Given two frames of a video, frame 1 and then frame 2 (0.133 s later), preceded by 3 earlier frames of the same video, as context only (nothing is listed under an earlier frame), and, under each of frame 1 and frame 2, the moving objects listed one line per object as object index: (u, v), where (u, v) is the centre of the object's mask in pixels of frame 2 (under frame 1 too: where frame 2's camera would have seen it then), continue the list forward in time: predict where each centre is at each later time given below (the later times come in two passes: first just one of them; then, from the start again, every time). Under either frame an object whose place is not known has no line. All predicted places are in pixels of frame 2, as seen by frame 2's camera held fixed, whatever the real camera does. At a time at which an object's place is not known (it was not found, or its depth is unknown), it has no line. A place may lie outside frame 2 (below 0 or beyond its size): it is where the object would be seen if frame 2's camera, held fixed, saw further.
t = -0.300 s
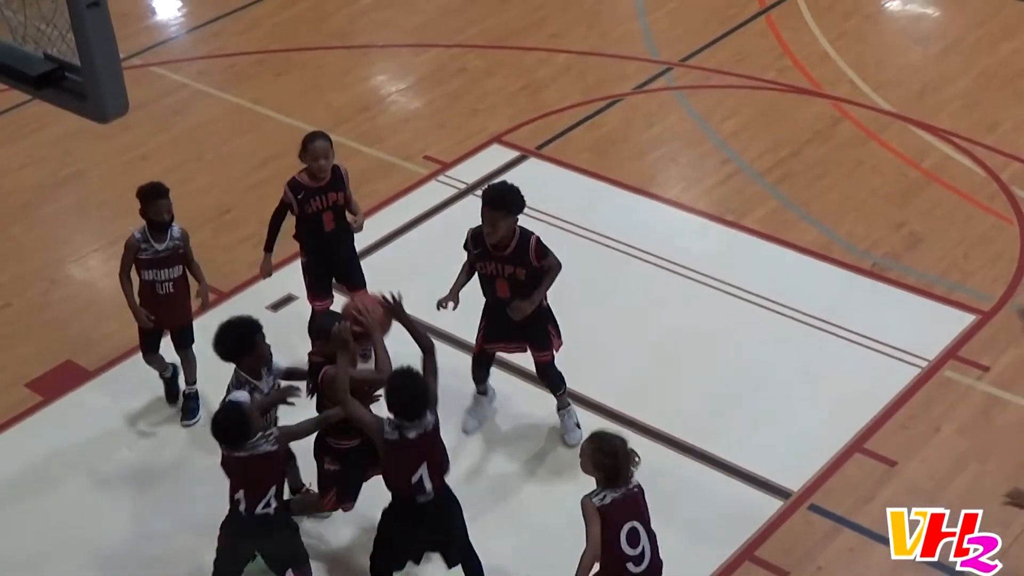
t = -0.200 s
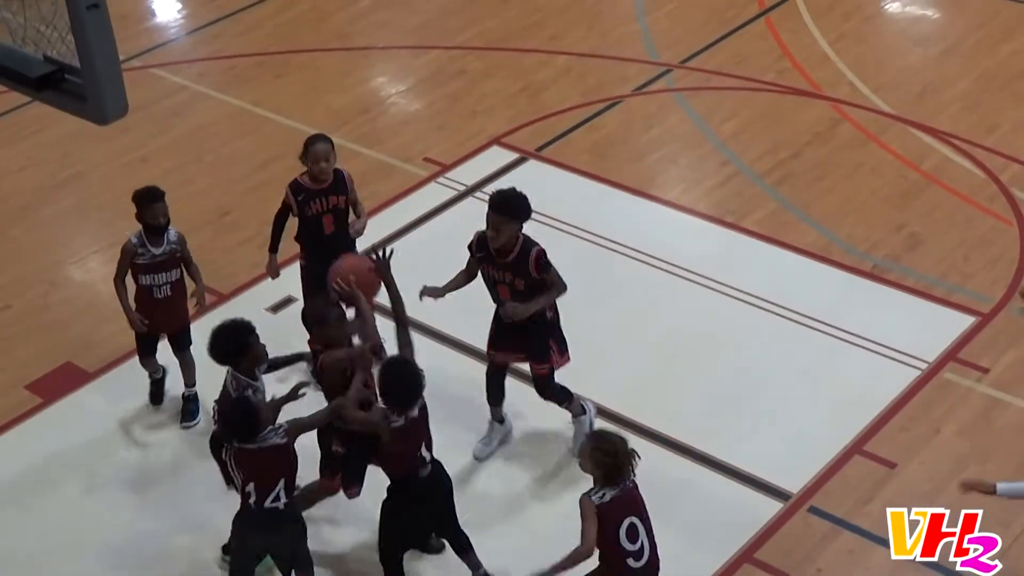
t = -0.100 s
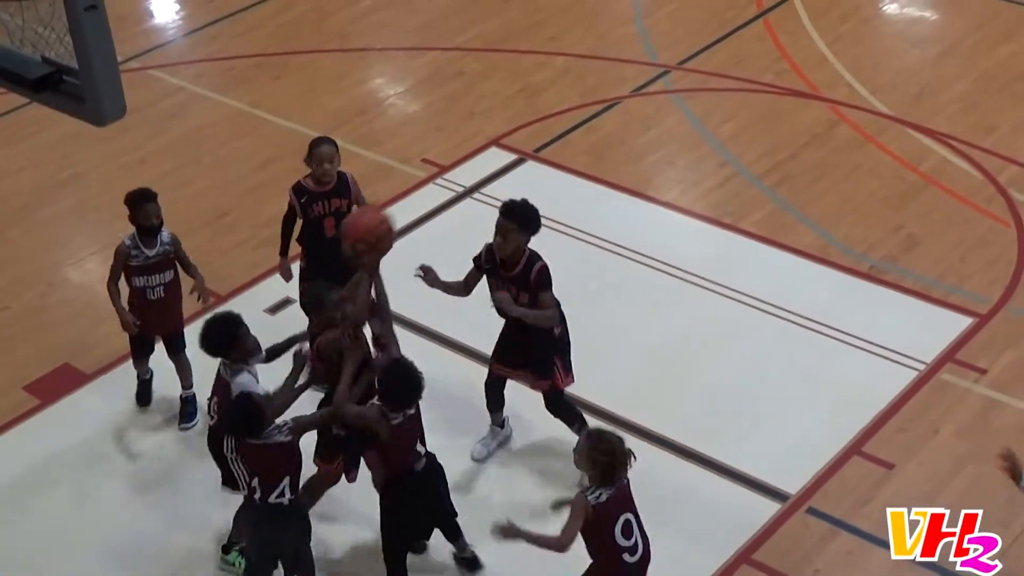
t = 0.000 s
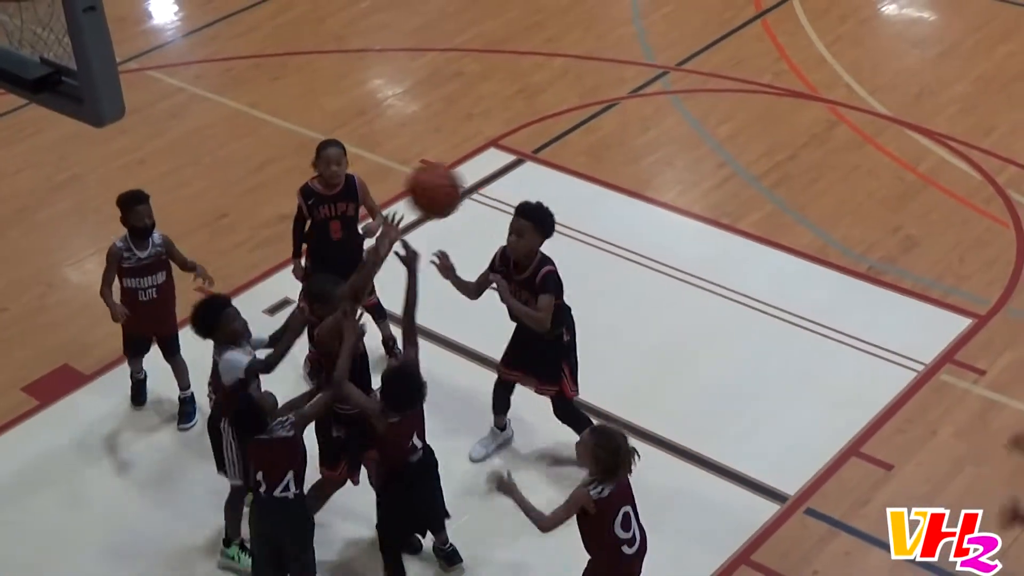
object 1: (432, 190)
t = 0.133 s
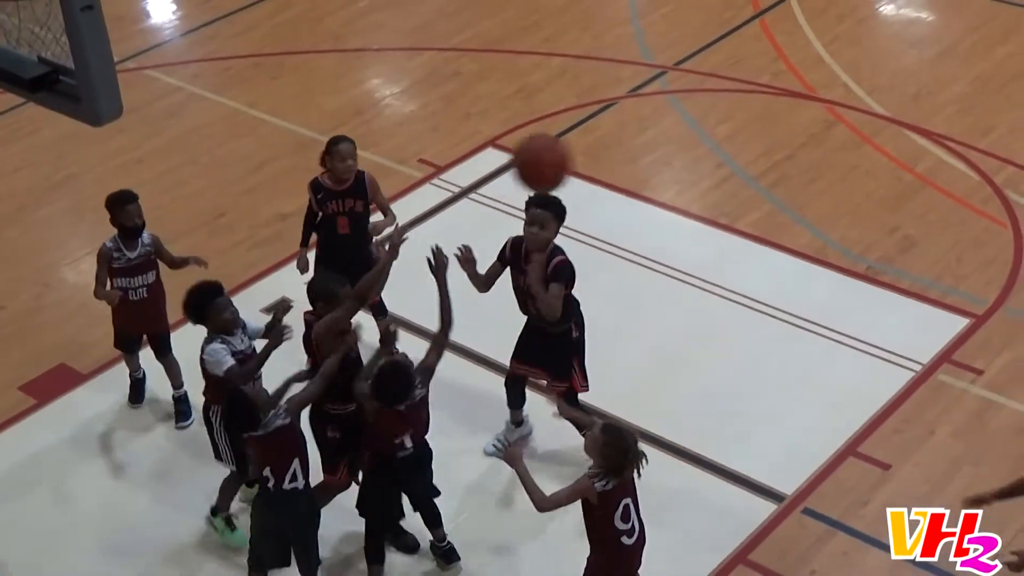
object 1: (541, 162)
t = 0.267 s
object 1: (659, 174)
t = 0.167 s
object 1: (571, 162)
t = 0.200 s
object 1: (600, 163)
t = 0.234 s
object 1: (630, 168)
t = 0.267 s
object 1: (659, 174)
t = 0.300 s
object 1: (690, 184)
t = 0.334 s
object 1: (720, 196)
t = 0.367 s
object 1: (750, 212)
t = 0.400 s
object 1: (781, 228)
